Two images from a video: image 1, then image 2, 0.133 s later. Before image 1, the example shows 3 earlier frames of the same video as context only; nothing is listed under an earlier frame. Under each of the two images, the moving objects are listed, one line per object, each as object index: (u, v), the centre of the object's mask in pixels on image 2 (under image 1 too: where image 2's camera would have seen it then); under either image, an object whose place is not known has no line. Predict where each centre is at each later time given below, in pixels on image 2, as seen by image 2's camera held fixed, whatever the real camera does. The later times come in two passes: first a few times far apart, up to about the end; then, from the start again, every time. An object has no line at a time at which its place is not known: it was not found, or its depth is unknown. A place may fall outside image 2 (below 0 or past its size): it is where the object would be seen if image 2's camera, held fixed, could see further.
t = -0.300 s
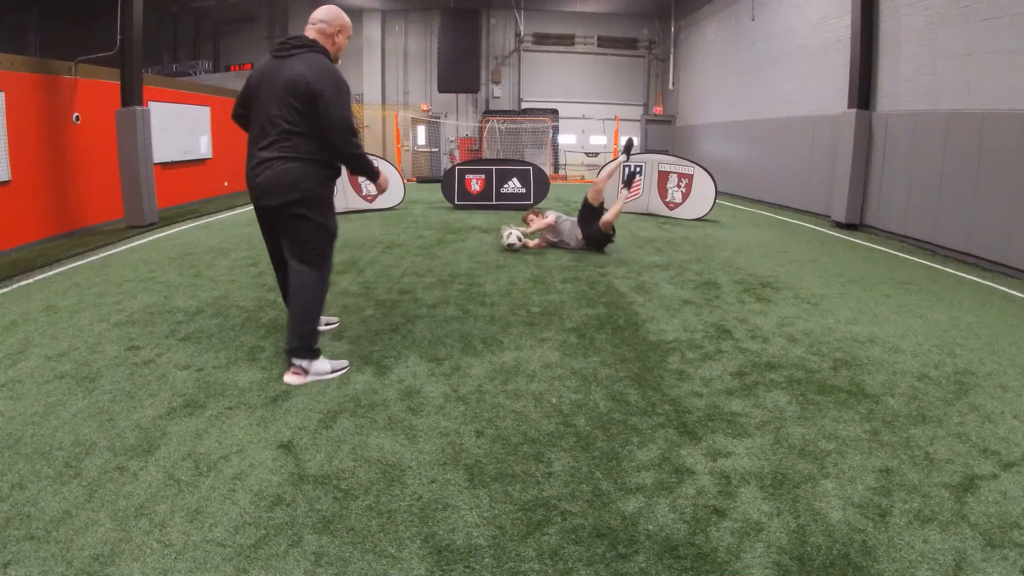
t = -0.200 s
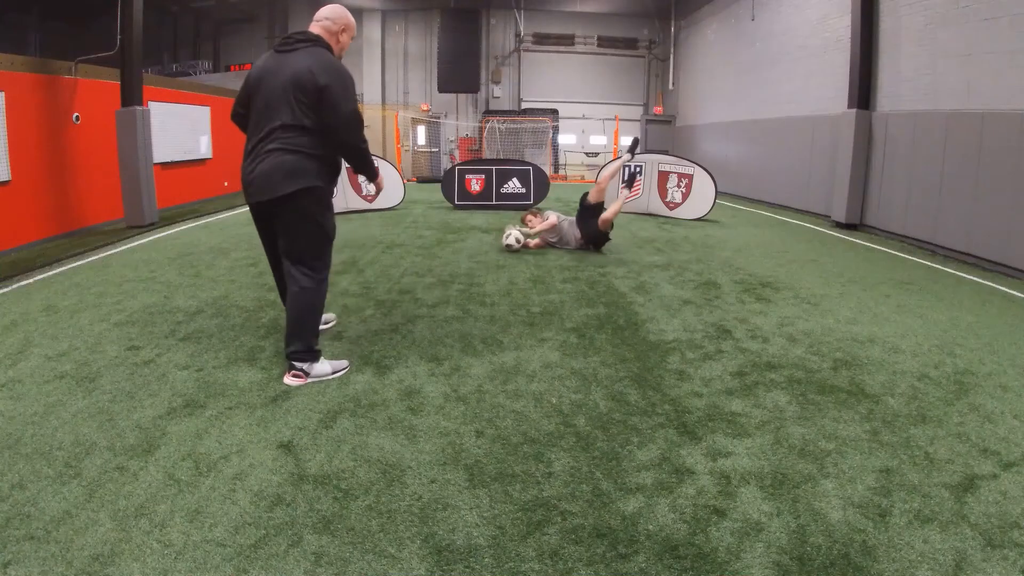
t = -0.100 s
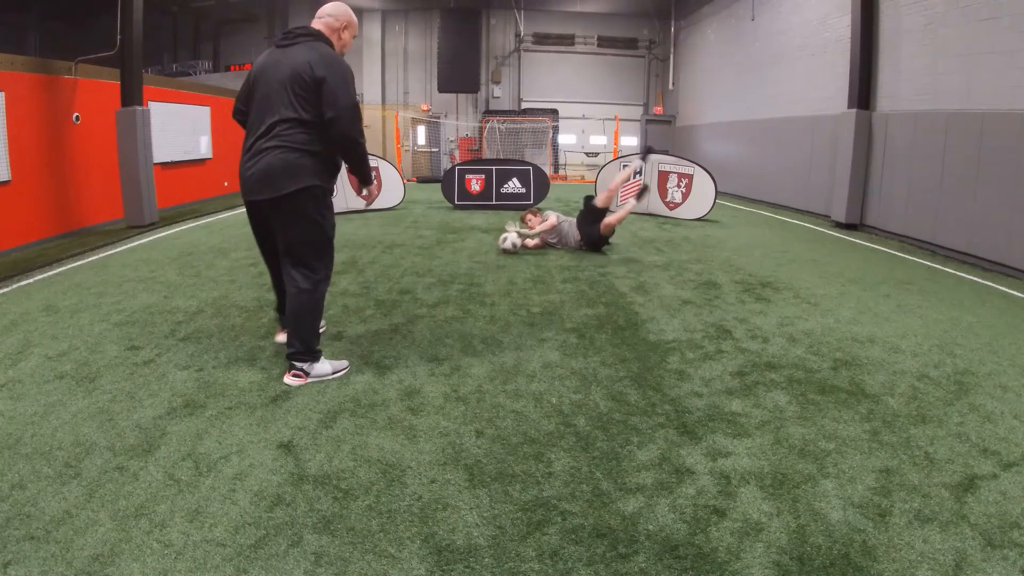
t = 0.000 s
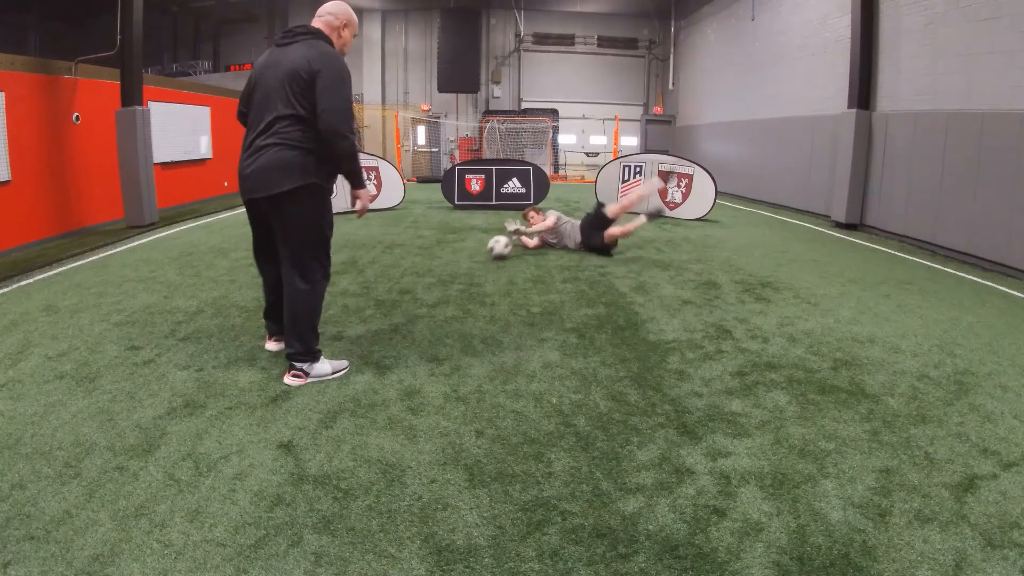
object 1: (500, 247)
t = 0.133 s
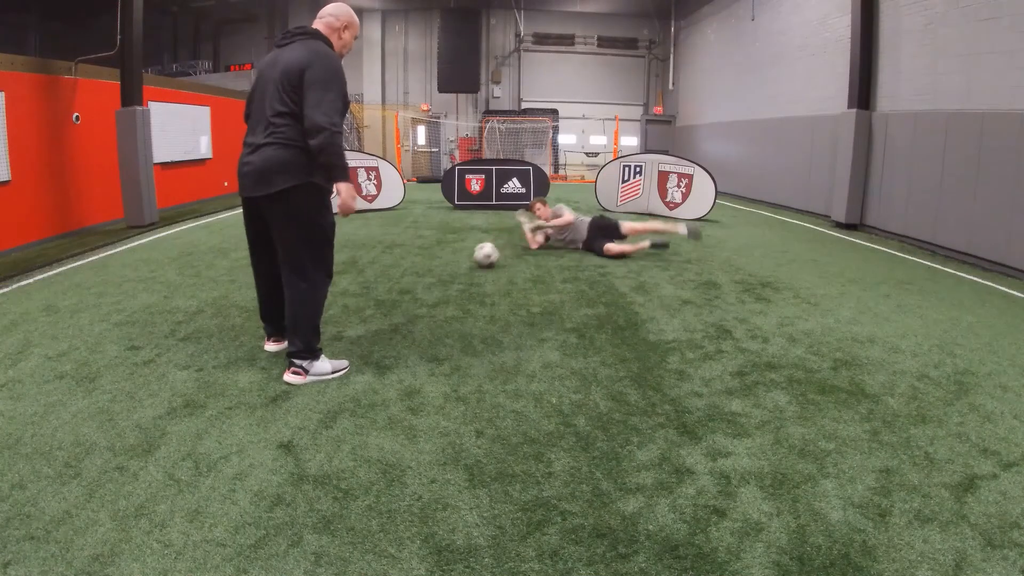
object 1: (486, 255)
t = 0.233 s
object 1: (477, 260)
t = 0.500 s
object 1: (452, 274)
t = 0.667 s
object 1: (434, 284)
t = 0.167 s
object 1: (483, 256)
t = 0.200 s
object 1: (480, 258)
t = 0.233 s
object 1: (477, 260)
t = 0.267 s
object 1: (475, 261)
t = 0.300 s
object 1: (472, 263)
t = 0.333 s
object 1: (468, 264)
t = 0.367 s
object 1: (465, 266)
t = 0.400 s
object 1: (462, 268)
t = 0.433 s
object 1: (458, 270)
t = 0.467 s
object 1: (455, 272)
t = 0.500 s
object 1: (452, 274)
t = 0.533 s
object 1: (449, 276)
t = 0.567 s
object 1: (446, 277)
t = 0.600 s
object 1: (442, 280)
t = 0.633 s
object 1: (438, 282)
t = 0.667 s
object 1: (434, 284)
